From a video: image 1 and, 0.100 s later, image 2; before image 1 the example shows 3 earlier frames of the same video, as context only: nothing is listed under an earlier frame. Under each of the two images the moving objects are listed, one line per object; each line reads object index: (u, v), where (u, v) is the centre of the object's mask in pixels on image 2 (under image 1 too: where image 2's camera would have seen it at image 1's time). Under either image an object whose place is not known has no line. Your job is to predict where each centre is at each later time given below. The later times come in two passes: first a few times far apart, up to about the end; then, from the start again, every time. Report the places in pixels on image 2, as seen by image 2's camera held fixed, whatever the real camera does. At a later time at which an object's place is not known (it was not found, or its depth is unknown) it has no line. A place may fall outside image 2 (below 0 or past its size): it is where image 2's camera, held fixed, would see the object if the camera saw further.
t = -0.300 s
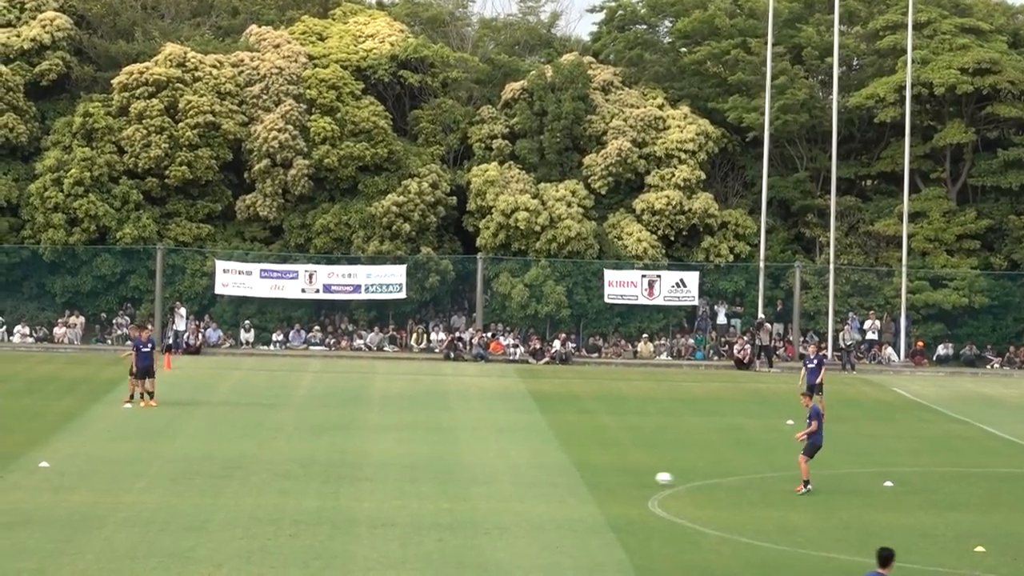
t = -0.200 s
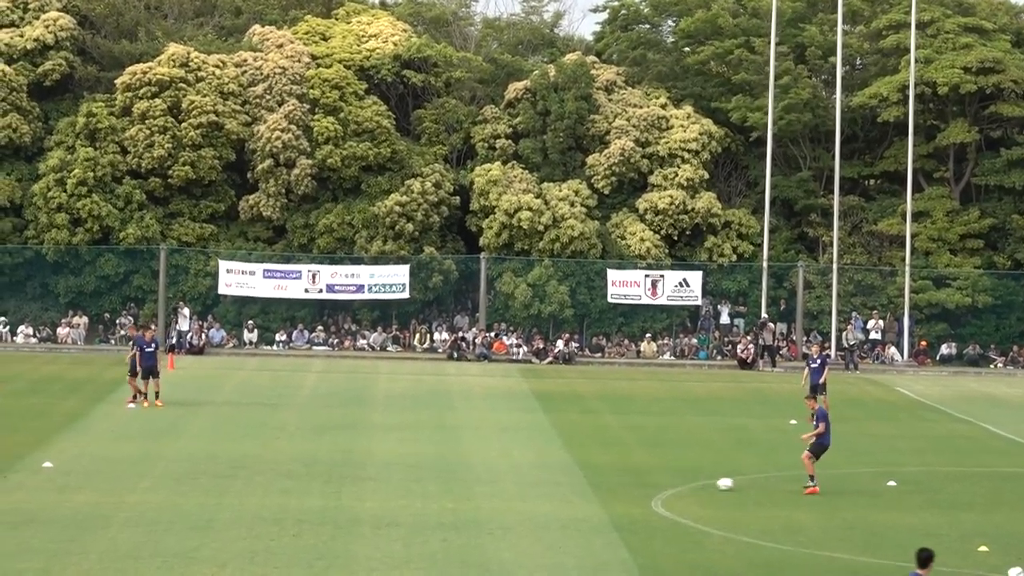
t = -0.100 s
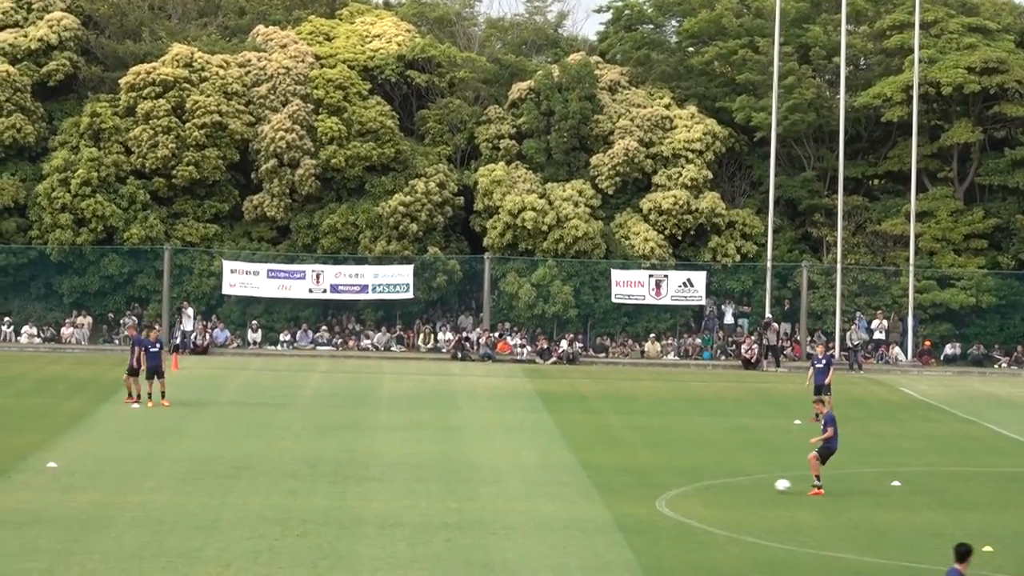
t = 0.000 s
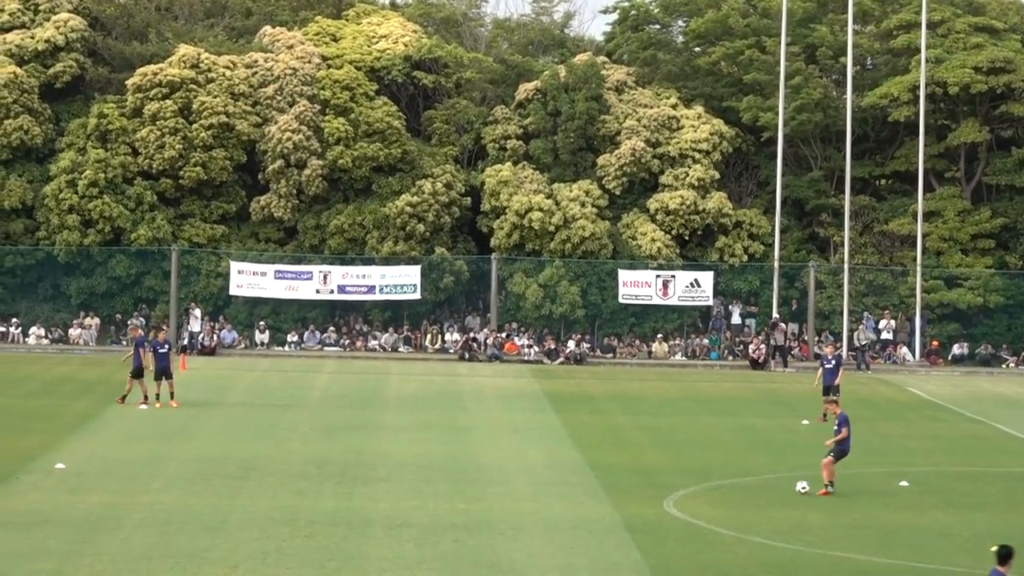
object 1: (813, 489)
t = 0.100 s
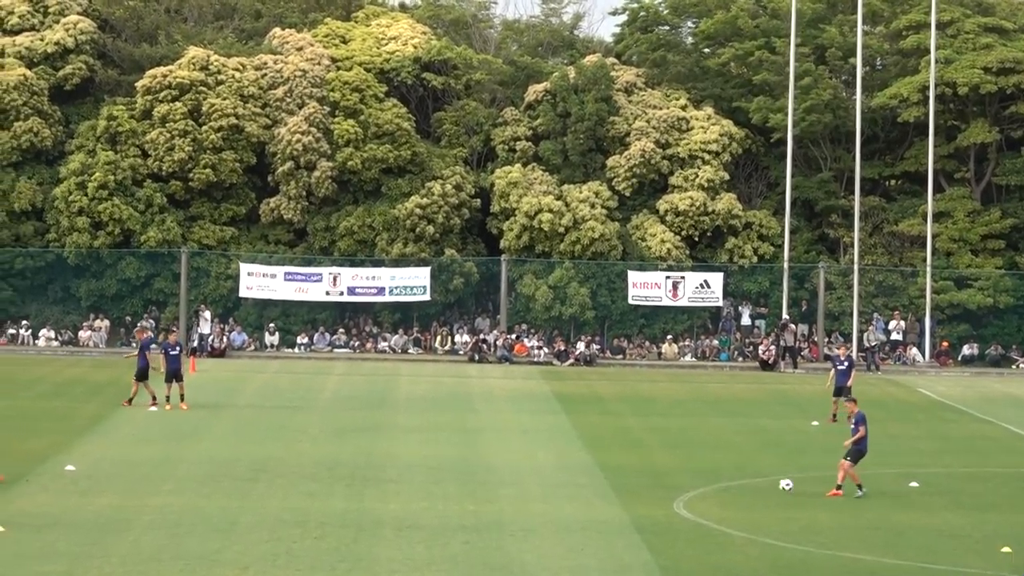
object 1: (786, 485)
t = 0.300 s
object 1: (736, 483)
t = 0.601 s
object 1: (677, 484)
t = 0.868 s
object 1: (640, 483)
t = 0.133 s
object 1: (777, 484)
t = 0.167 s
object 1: (768, 485)
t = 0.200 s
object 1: (759, 487)
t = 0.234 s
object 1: (750, 487)
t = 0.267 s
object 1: (743, 485)
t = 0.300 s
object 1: (736, 483)
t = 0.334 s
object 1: (728, 483)
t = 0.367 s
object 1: (721, 483)
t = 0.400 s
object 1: (714, 483)
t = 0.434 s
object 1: (706, 485)
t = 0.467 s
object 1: (700, 485)
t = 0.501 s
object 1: (694, 484)
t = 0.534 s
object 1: (688, 483)
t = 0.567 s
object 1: (683, 484)
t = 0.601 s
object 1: (677, 484)
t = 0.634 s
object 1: (671, 484)
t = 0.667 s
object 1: (667, 483)
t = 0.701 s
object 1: (663, 483)
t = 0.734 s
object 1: (658, 483)
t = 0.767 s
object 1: (653, 483)
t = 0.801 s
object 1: (649, 483)
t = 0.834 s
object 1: (644, 483)
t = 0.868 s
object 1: (640, 483)
